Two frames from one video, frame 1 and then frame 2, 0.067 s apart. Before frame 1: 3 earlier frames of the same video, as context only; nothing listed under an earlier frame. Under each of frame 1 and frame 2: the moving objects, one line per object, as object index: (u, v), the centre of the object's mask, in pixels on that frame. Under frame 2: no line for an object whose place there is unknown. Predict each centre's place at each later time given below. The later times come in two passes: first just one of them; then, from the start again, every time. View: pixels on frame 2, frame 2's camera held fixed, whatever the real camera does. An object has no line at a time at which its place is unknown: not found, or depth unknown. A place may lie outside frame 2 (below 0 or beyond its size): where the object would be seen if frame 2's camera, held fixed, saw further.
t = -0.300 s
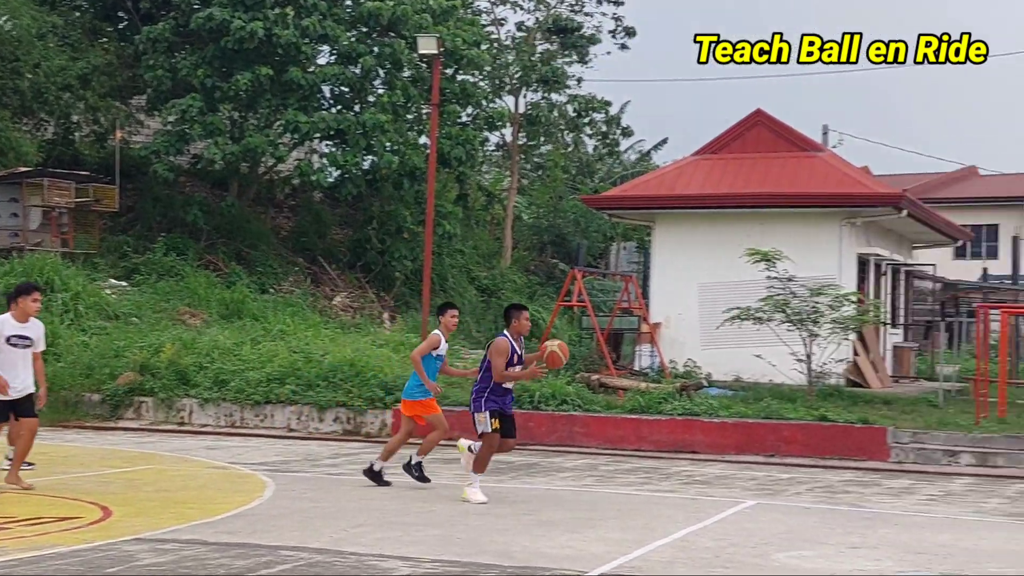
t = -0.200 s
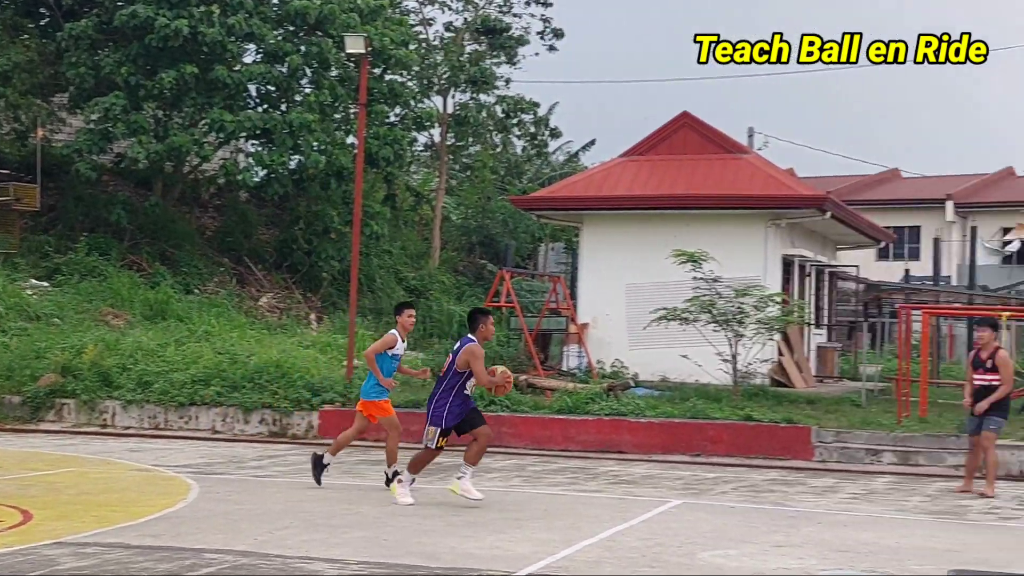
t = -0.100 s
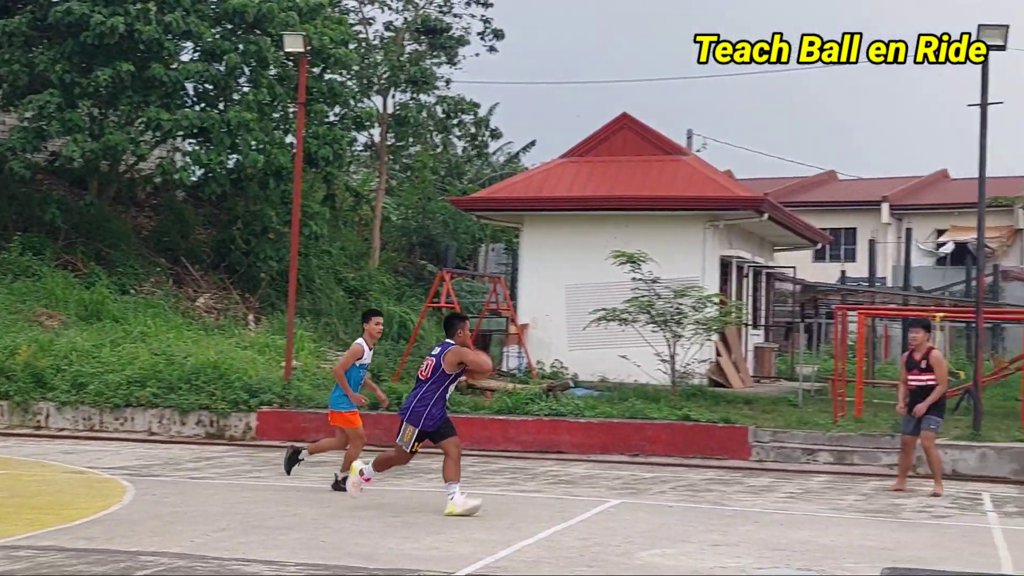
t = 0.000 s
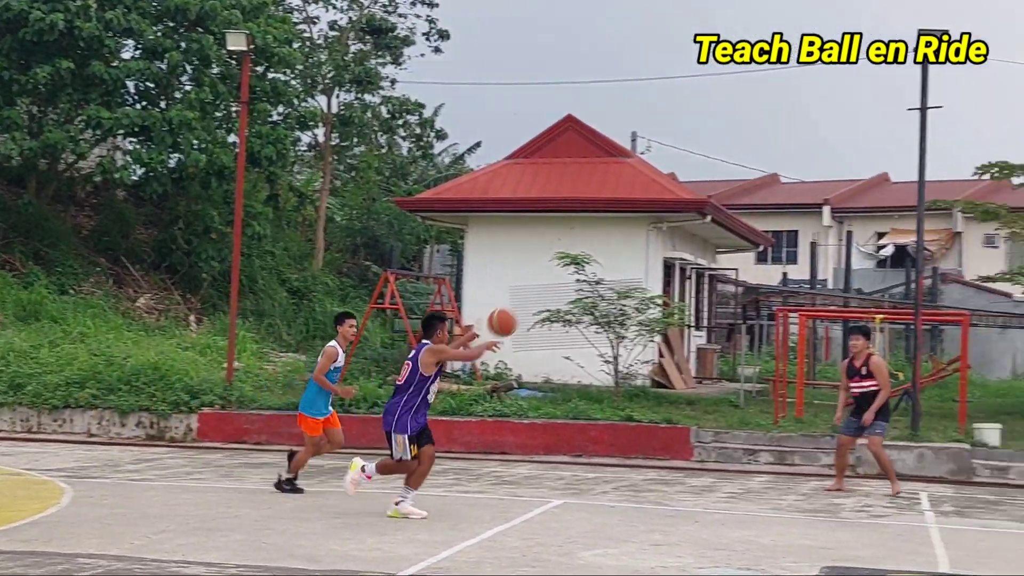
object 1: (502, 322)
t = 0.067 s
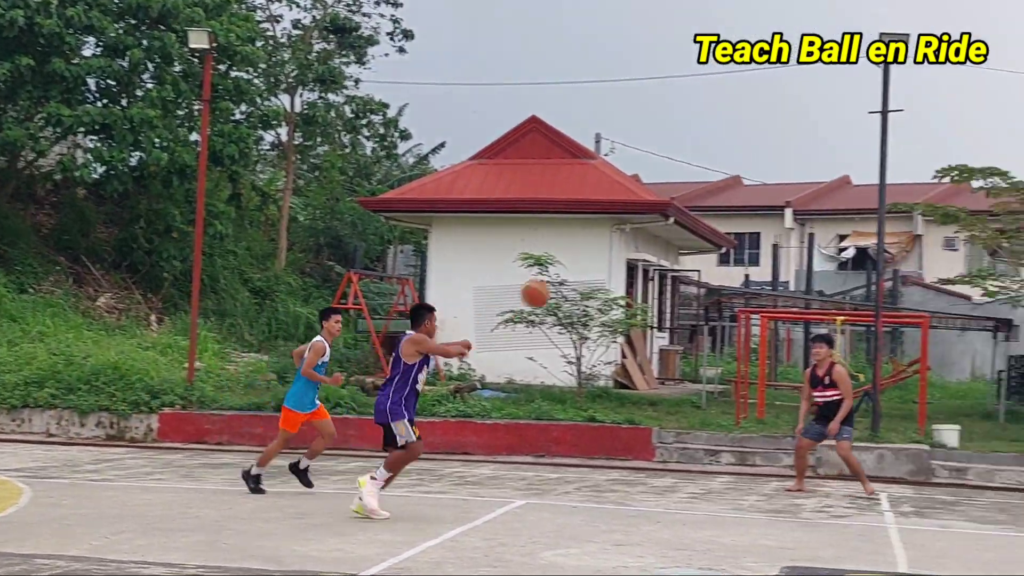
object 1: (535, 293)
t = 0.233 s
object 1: (700, 243)
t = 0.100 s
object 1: (570, 280)
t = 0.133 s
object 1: (603, 269)
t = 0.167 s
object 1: (637, 259)
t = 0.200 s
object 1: (668, 250)
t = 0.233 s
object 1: (700, 243)
